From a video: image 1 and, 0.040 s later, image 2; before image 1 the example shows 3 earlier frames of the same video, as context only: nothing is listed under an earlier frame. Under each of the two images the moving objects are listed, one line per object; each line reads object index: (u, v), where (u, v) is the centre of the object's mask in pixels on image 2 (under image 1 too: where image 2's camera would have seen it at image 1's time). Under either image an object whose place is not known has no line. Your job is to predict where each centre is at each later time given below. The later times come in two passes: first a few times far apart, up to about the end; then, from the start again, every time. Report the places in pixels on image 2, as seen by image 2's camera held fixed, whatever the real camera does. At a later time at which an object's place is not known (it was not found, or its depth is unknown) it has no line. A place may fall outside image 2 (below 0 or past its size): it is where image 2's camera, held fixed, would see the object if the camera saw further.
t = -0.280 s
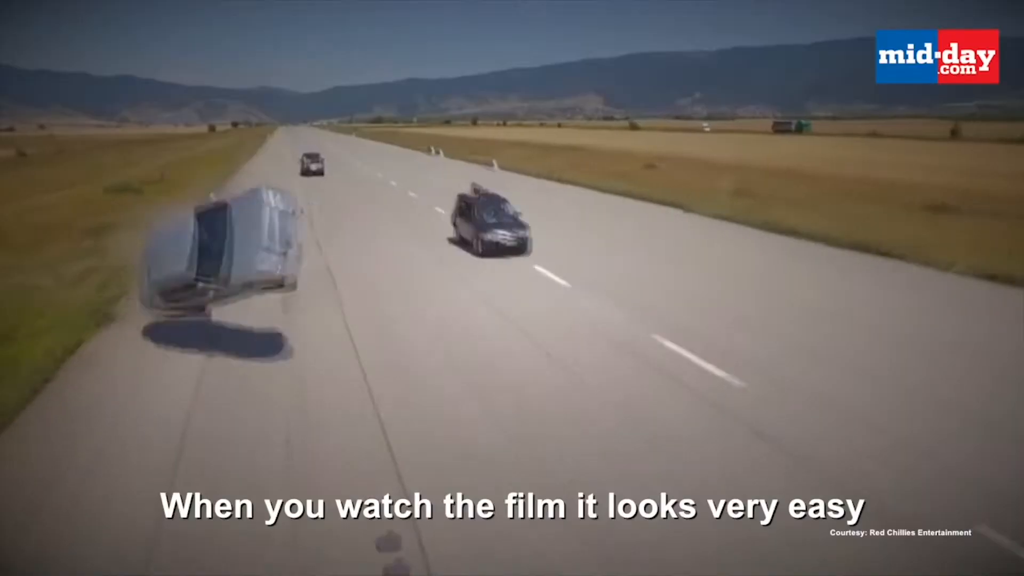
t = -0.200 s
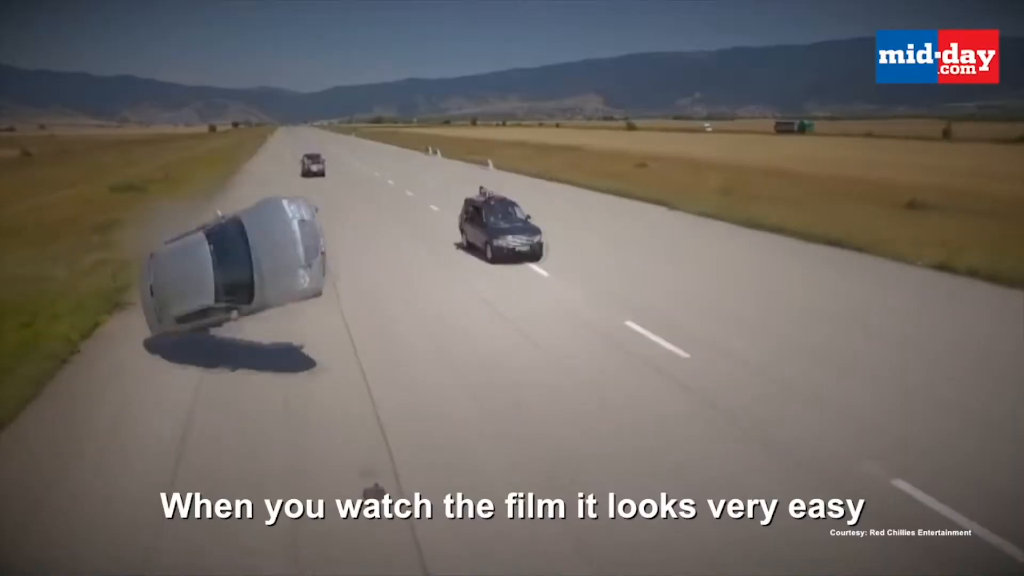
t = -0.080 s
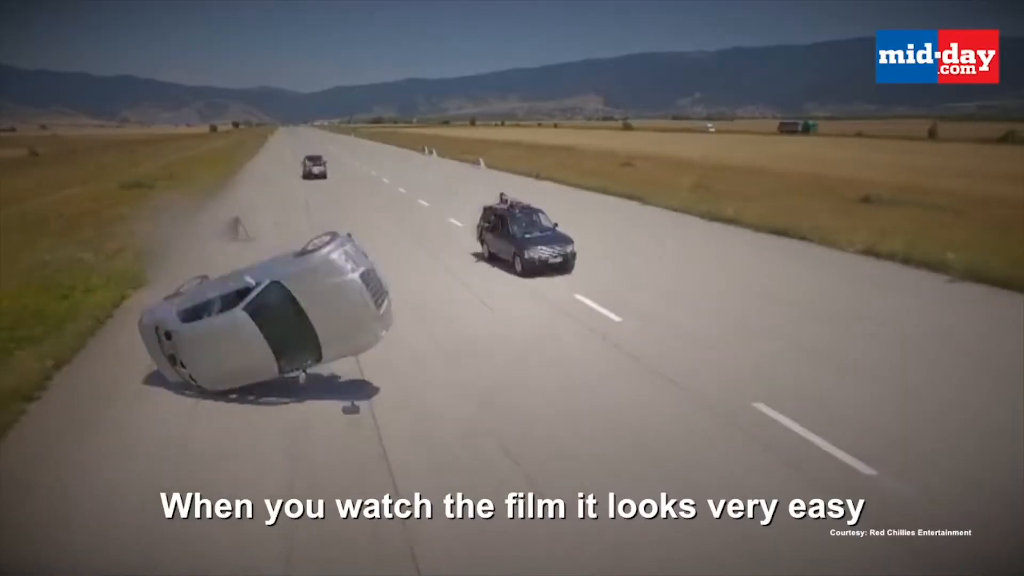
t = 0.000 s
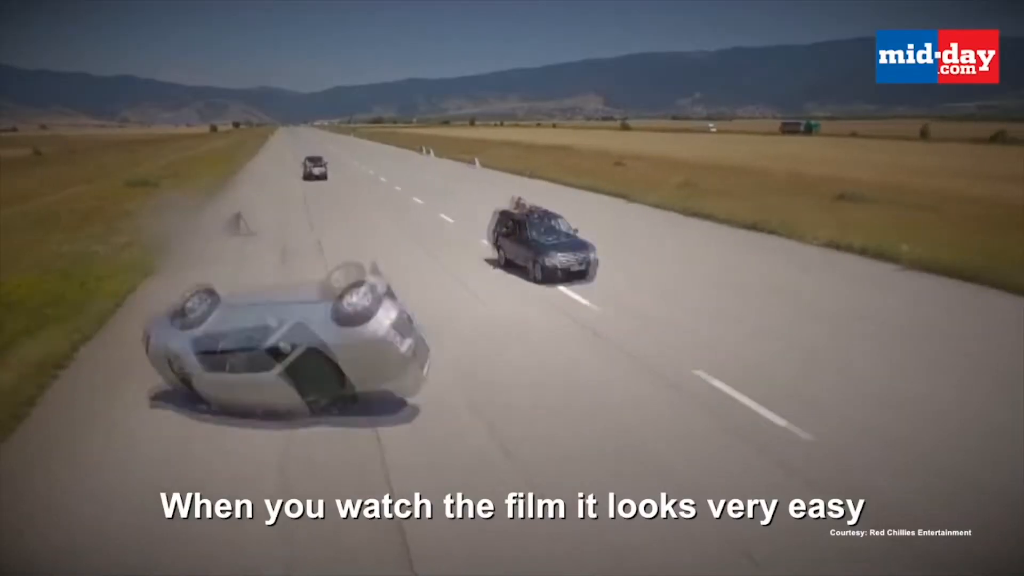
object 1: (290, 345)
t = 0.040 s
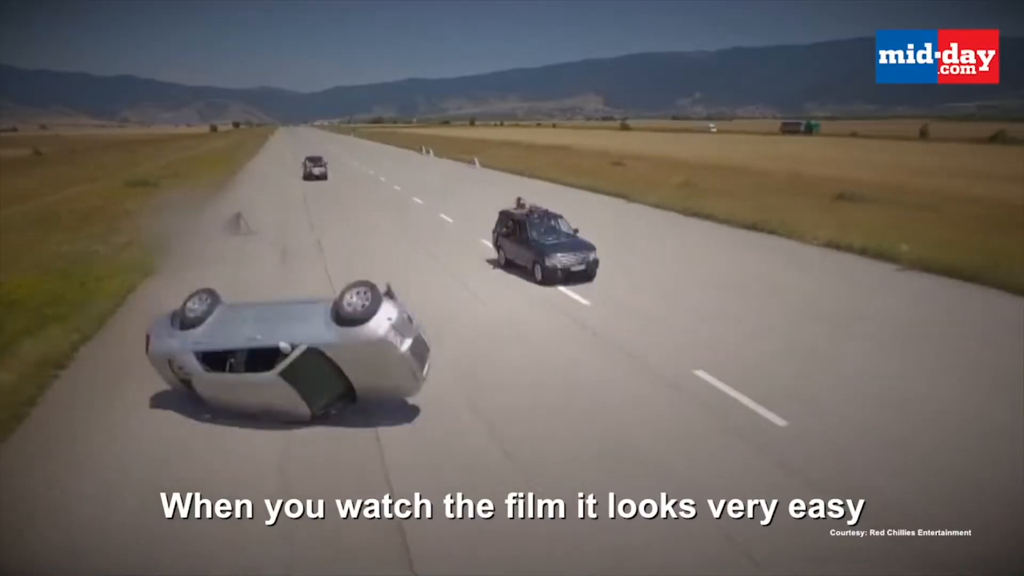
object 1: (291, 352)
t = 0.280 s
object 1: (335, 381)
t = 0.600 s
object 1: (387, 389)
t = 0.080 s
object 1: (296, 354)
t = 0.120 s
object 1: (303, 366)
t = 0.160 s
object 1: (313, 381)
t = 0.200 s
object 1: (319, 388)
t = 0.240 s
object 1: (327, 387)
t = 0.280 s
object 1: (335, 381)
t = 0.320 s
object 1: (344, 379)
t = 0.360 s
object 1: (349, 377)
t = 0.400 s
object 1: (357, 376)
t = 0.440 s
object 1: (359, 374)
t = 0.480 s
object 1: (363, 373)
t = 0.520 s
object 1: (370, 378)
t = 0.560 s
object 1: (380, 383)
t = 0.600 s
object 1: (387, 389)
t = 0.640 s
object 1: (393, 397)
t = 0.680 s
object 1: (401, 404)
